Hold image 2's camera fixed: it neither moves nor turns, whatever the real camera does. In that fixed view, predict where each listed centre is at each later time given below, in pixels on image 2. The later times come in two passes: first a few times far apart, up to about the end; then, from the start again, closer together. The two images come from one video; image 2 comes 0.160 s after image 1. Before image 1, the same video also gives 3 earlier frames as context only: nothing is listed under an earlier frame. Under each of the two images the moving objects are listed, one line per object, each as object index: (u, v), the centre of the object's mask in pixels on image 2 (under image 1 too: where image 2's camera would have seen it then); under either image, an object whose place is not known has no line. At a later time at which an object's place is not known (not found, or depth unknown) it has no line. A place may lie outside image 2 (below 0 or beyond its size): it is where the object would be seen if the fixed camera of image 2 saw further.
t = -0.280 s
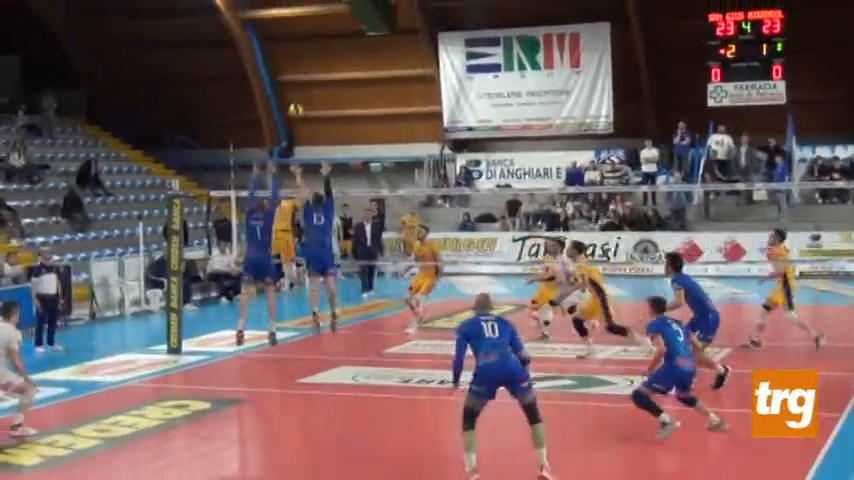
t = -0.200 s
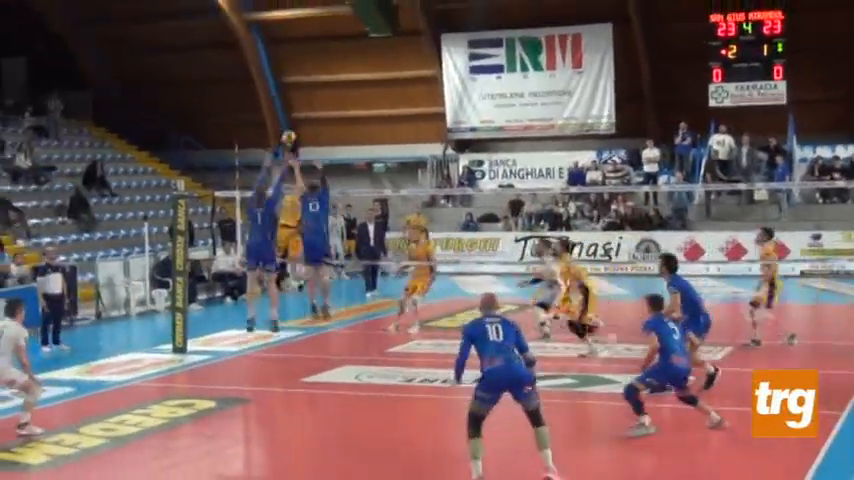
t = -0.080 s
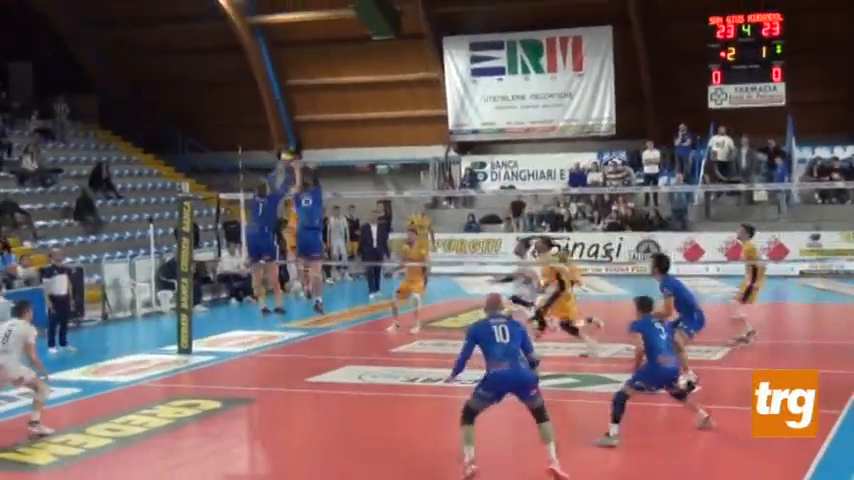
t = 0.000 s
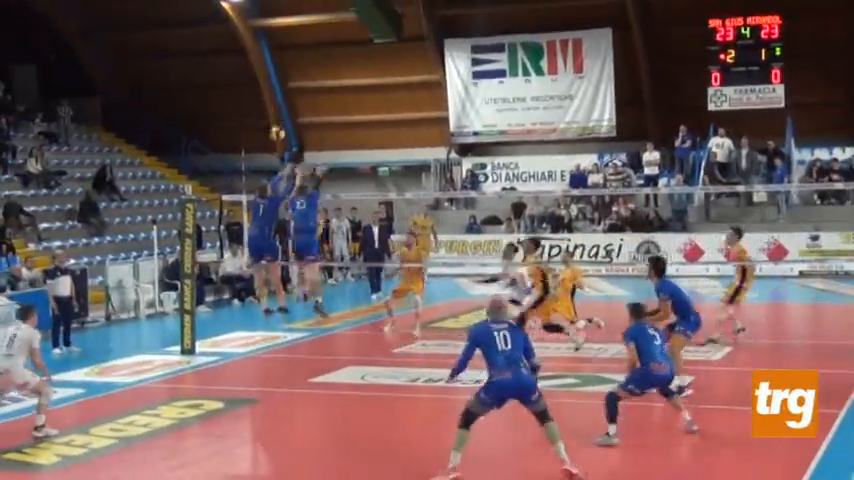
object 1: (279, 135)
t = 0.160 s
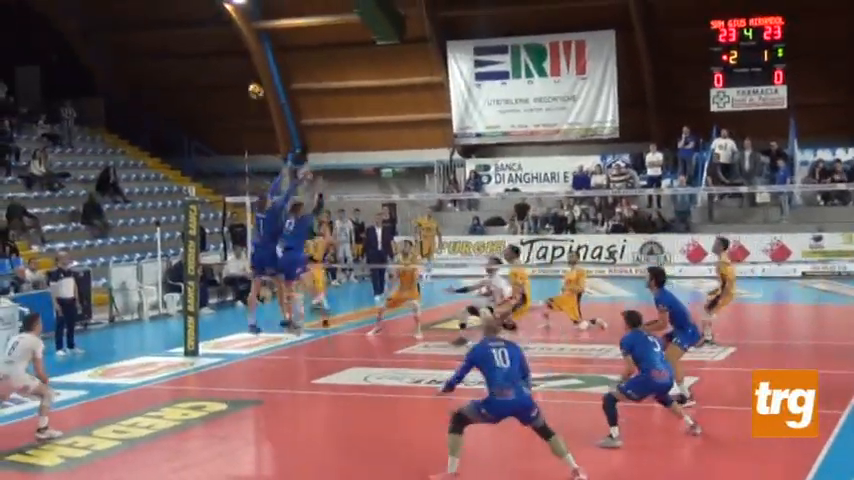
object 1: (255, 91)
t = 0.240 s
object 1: (243, 74)
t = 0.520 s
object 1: (194, 50)
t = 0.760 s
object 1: (153, 78)
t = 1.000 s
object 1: (110, 160)
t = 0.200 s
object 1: (249, 82)
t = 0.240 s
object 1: (243, 74)
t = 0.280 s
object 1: (235, 67)
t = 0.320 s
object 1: (229, 61)
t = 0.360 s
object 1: (222, 57)
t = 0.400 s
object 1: (215, 53)
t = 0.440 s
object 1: (209, 51)
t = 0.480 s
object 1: (202, 50)
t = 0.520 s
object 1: (194, 50)
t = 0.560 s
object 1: (188, 51)
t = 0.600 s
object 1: (181, 54)
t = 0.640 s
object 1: (174, 58)
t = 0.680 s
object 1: (167, 63)
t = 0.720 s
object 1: (160, 70)
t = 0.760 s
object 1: (153, 78)
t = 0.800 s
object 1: (146, 87)
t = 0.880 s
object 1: (132, 112)
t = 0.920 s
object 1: (124, 126)
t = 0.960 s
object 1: (117, 142)
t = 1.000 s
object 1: (110, 160)
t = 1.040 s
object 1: (103, 181)
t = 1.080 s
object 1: (94, 202)
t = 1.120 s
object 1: (90, 226)
